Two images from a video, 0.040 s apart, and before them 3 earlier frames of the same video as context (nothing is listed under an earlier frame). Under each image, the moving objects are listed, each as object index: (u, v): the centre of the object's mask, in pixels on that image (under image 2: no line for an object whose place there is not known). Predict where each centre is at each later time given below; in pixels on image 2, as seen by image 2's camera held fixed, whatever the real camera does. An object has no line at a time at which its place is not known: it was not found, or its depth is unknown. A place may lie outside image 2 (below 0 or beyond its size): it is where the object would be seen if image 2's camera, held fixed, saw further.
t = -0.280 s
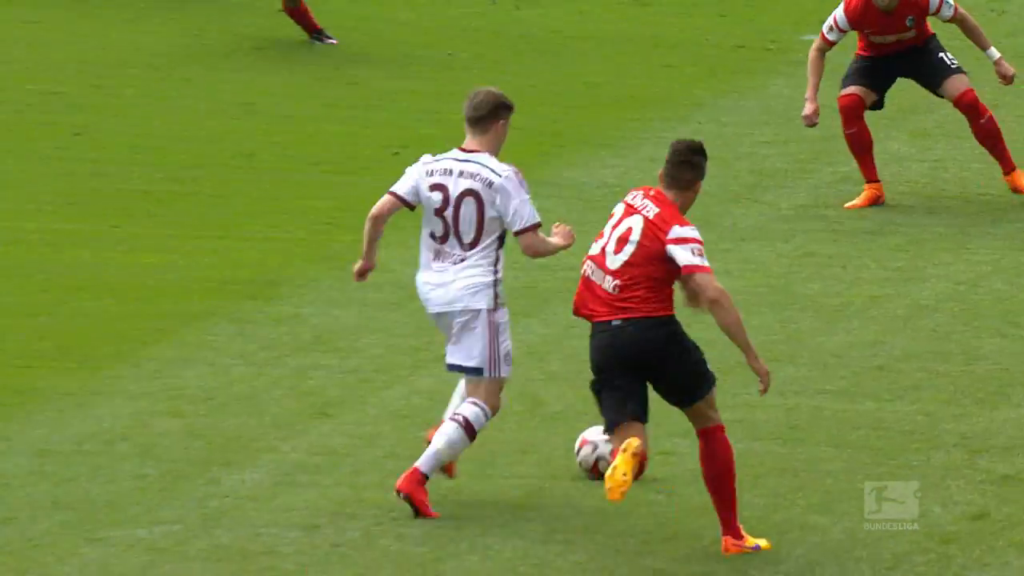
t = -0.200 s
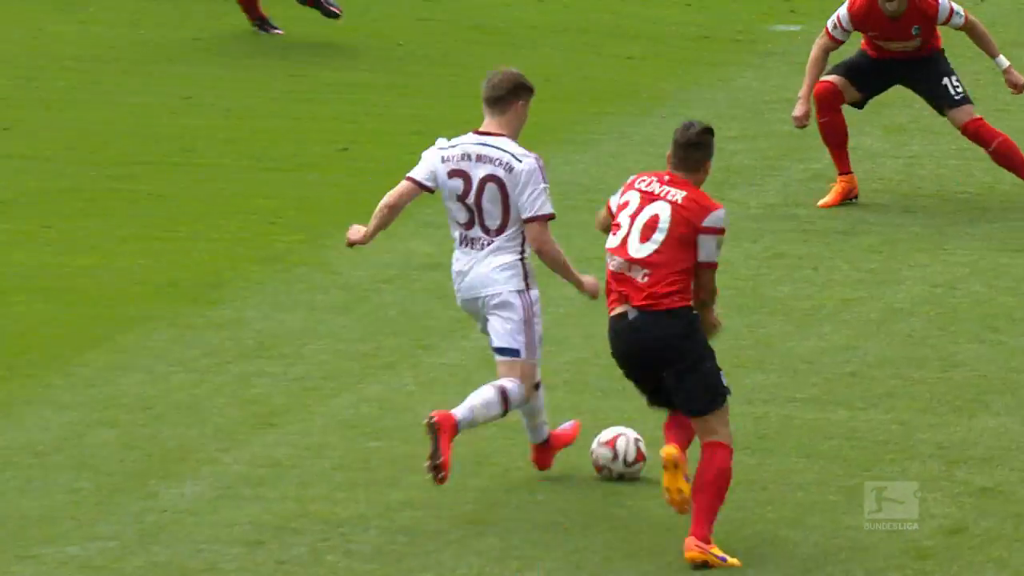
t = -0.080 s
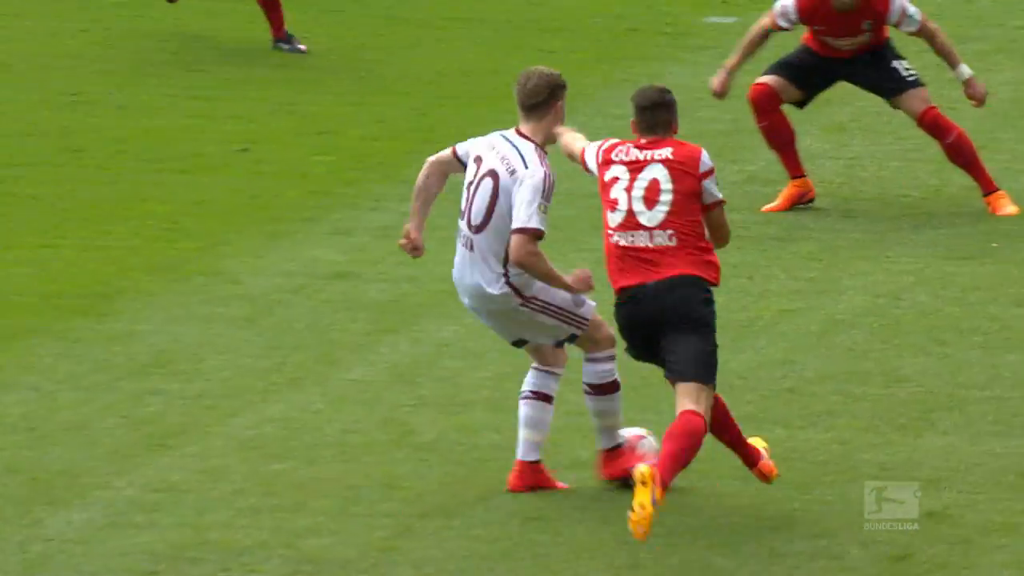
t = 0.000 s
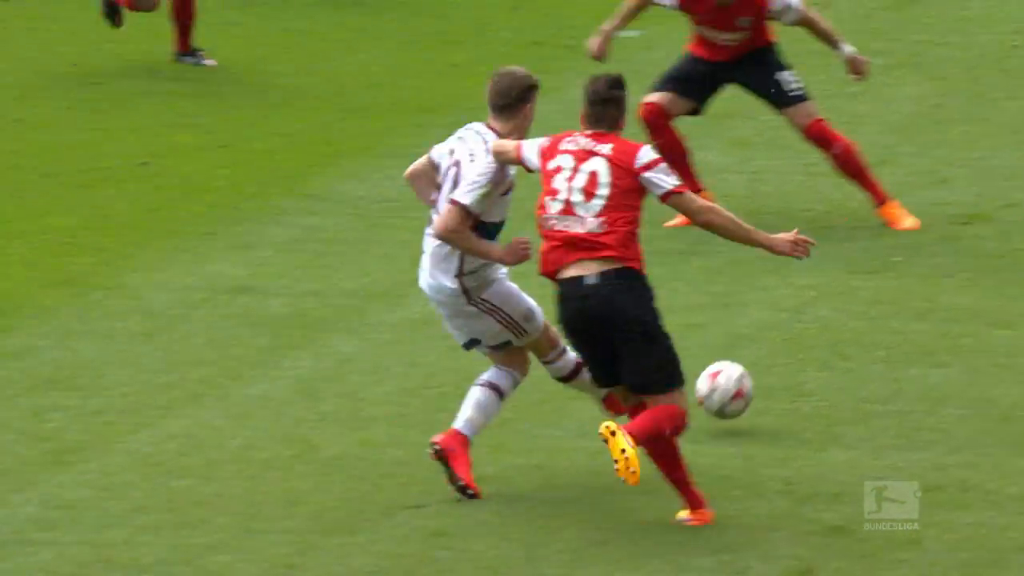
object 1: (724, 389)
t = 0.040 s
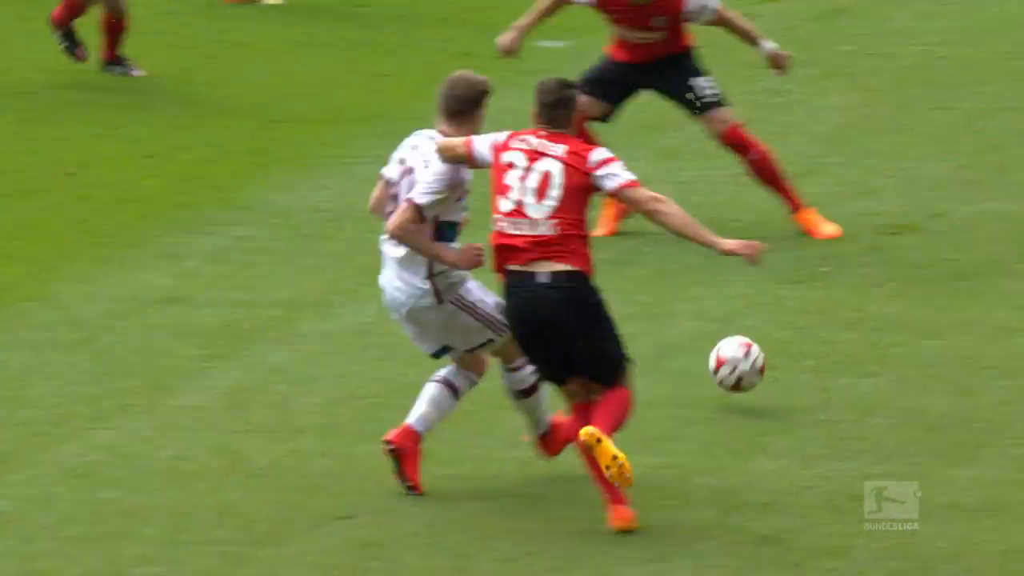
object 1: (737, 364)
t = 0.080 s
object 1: (813, 336)
